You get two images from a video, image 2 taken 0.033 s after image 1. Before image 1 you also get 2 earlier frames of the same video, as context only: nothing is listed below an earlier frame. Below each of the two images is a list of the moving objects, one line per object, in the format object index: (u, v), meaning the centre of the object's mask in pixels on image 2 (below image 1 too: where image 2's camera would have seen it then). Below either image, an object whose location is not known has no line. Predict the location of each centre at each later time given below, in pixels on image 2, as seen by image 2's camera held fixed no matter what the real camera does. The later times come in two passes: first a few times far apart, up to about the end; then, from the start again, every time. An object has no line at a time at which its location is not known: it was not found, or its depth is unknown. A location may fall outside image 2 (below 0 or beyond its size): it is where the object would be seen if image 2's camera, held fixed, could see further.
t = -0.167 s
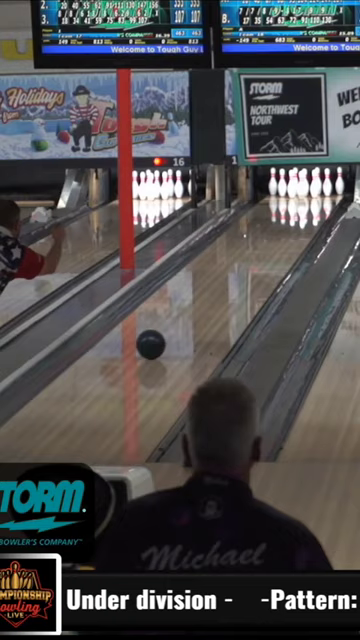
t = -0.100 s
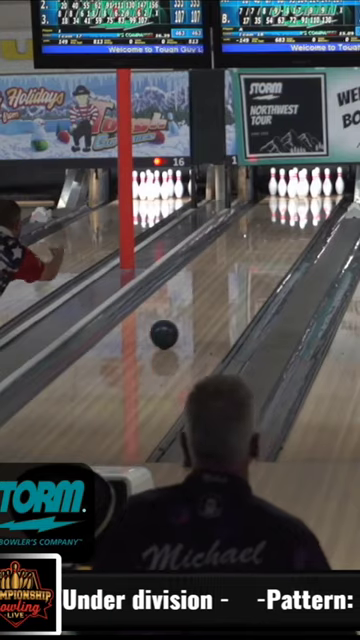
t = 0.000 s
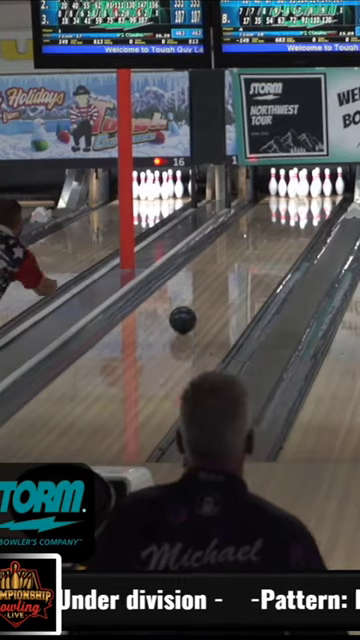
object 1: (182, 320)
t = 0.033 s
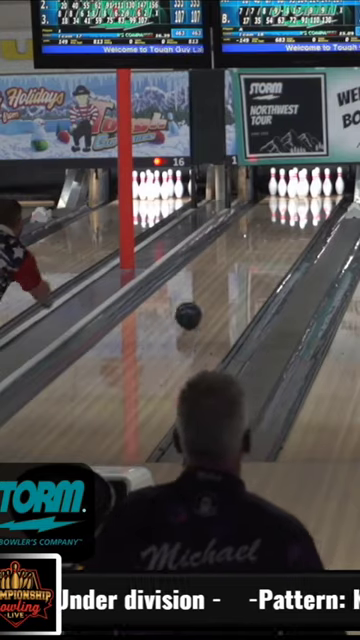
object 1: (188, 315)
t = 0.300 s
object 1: (228, 284)
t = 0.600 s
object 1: (263, 256)
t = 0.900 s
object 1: (289, 234)
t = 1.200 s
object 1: (306, 215)
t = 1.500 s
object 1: (311, 202)
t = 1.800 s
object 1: (310, 191)
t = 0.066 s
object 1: (194, 311)
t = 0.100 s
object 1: (199, 307)
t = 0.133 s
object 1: (204, 302)
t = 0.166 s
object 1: (210, 299)
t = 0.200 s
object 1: (214, 295)
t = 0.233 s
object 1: (219, 291)
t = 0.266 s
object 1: (224, 287)
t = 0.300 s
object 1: (228, 284)
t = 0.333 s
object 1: (232, 280)
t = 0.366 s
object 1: (237, 277)
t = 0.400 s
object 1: (241, 274)
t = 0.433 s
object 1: (245, 270)
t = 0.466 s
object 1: (249, 267)
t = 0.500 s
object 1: (252, 265)
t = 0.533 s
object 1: (256, 262)
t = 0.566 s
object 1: (260, 259)
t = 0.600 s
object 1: (263, 256)
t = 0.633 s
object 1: (266, 253)
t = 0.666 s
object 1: (269, 250)
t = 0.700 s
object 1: (273, 248)
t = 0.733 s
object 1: (274, 247)
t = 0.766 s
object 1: (278, 243)
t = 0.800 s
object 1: (281, 241)
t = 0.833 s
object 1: (284, 238)
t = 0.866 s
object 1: (286, 235)
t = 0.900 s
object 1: (289, 234)
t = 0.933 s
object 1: (291, 231)
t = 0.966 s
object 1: (294, 229)
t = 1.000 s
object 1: (296, 227)
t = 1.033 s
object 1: (298, 225)
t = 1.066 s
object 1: (300, 223)
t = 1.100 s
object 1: (302, 221)
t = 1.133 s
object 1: (303, 221)
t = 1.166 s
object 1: (305, 217)
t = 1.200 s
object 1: (306, 215)
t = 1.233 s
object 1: (307, 214)
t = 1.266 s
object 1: (308, 212)
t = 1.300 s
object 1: (309, 210)
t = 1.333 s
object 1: (309, 209)
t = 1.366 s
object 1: (310, 207)
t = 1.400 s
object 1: (310, 206)
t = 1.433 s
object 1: (311, 204)
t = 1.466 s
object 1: (311, 203)
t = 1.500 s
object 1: (311, 202)
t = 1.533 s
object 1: (311, 201)
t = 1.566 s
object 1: (310, 199)
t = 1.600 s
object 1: (310, 197)
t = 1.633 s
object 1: (309, 196)
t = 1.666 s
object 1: (308, 195)
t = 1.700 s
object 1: (308, 194)
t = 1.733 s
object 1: (307, 193)
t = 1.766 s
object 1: (308, 192)
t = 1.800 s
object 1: (310, 191)
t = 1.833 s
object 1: (310, 190)
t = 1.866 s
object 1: (310, 189)
